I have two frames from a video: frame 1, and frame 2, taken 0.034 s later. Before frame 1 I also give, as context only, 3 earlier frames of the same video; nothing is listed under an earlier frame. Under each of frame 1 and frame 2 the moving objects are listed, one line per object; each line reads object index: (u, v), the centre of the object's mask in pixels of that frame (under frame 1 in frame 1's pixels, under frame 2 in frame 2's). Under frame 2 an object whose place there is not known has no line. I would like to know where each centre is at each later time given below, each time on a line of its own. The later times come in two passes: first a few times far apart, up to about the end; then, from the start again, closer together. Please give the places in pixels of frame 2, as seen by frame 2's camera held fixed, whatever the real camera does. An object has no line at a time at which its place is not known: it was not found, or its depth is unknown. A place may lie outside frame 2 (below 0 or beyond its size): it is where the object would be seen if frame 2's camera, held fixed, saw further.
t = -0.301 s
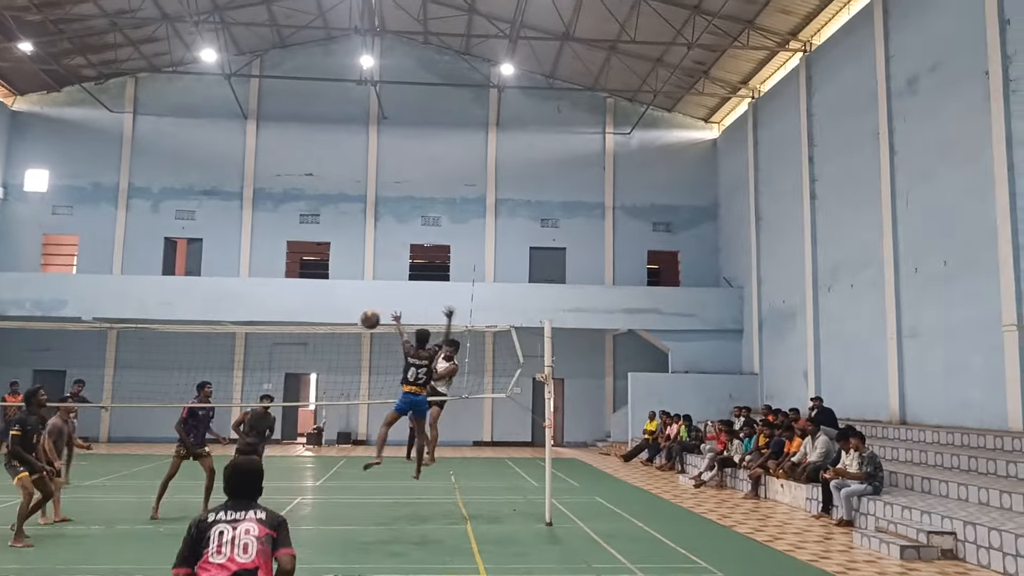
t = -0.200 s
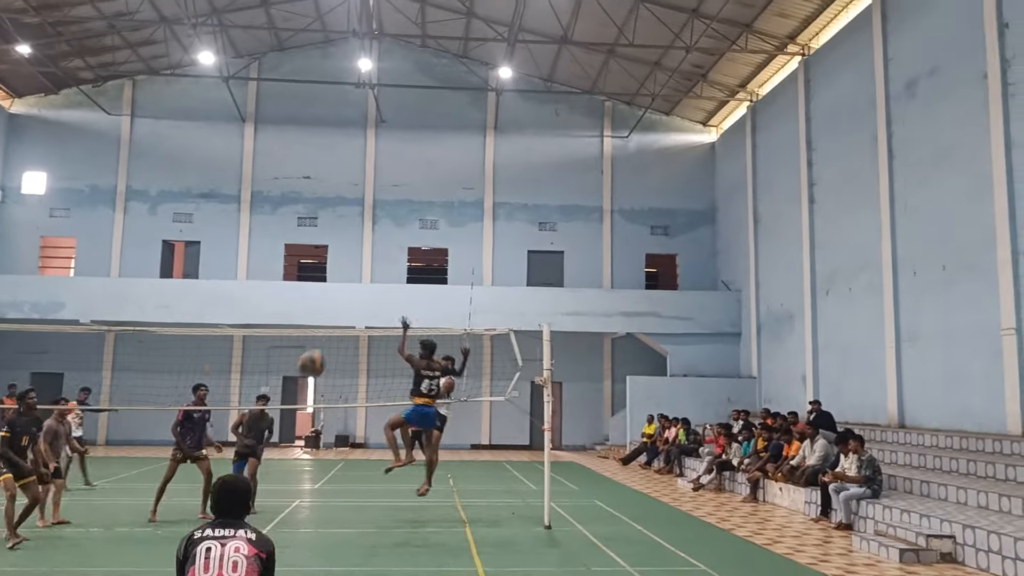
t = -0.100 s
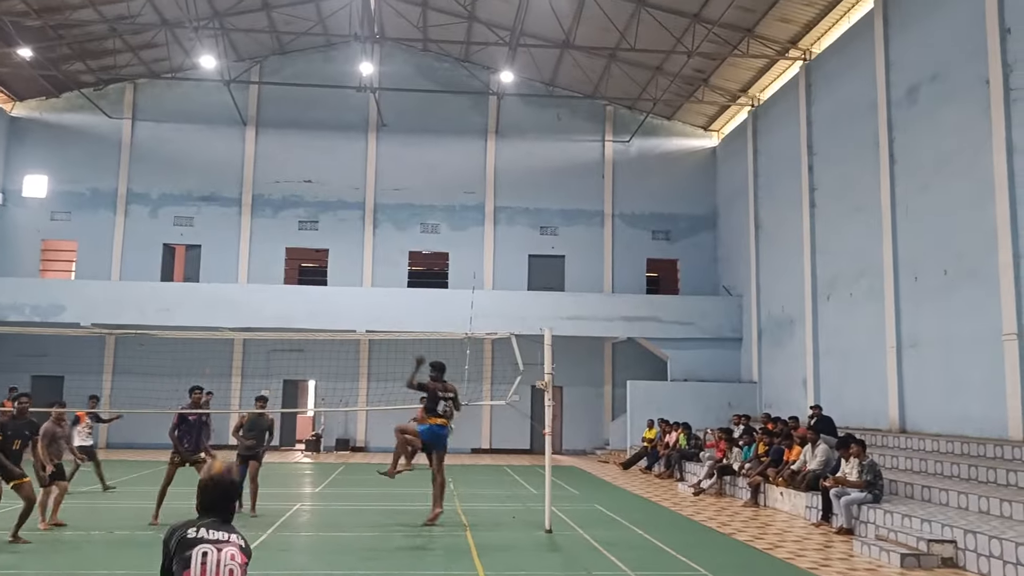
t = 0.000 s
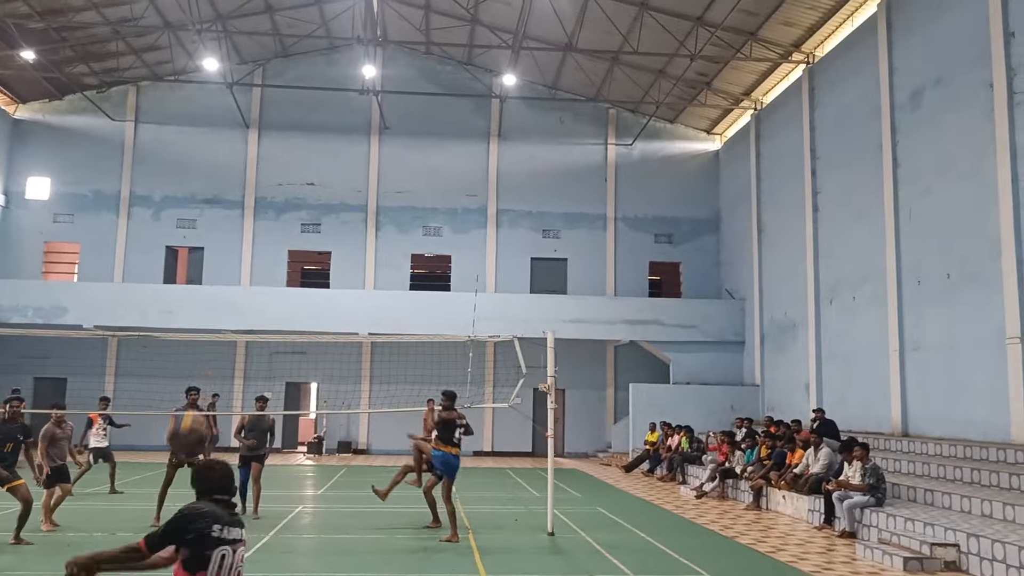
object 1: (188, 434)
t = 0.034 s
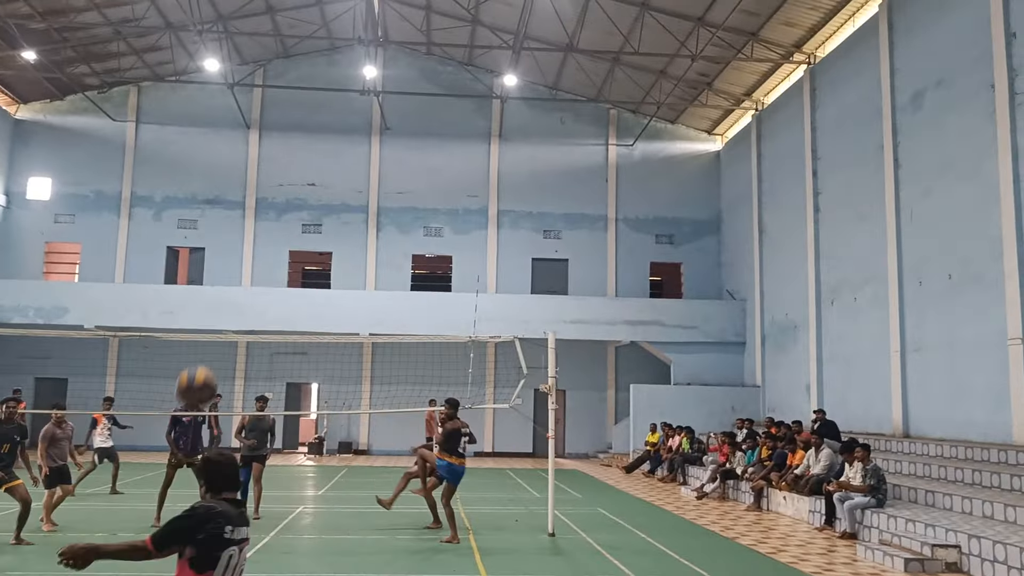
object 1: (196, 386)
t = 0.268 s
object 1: (233, 200)
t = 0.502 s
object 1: (250, 154)
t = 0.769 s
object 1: (258, 180)
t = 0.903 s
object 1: (260, 212)
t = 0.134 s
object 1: (215, 281)
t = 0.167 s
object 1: (220, 257)
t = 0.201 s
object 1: (225, 236)
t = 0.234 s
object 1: (229, 216)
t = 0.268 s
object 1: (233, 200)
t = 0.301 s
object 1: (237, 188)
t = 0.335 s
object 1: (239, 177)
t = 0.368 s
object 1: (243, 170)
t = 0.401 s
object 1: (244, 163)
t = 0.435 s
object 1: (247, 159)
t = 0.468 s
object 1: (249, 156)
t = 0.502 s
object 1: (250, 154)
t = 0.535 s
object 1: (252, 155)
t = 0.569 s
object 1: (253, 156)
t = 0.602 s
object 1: (255, 157)
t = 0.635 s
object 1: (256, 160)
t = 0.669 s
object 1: (256, 164)
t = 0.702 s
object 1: (257, 168)
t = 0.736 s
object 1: (257, 174)
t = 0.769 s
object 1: (258, 180)
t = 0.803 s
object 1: (259, 187)
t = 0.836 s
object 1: (260, 195)
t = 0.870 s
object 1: (260, 203)
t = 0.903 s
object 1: (260, 212)
